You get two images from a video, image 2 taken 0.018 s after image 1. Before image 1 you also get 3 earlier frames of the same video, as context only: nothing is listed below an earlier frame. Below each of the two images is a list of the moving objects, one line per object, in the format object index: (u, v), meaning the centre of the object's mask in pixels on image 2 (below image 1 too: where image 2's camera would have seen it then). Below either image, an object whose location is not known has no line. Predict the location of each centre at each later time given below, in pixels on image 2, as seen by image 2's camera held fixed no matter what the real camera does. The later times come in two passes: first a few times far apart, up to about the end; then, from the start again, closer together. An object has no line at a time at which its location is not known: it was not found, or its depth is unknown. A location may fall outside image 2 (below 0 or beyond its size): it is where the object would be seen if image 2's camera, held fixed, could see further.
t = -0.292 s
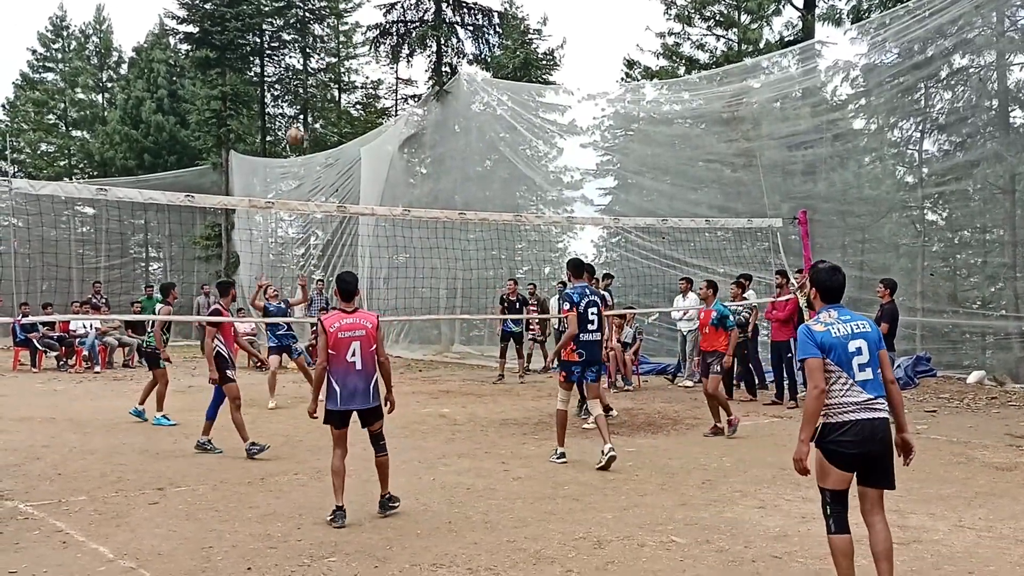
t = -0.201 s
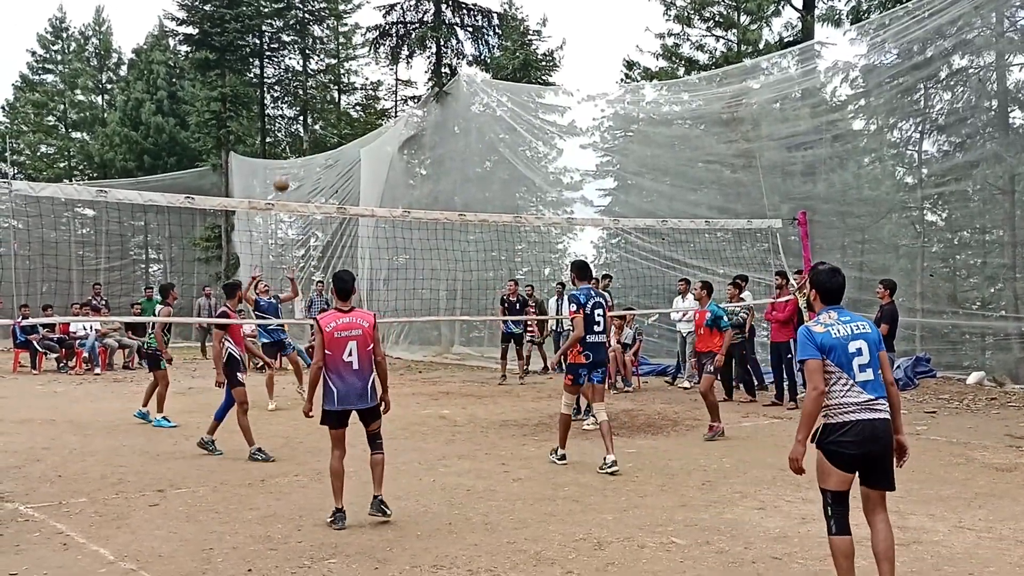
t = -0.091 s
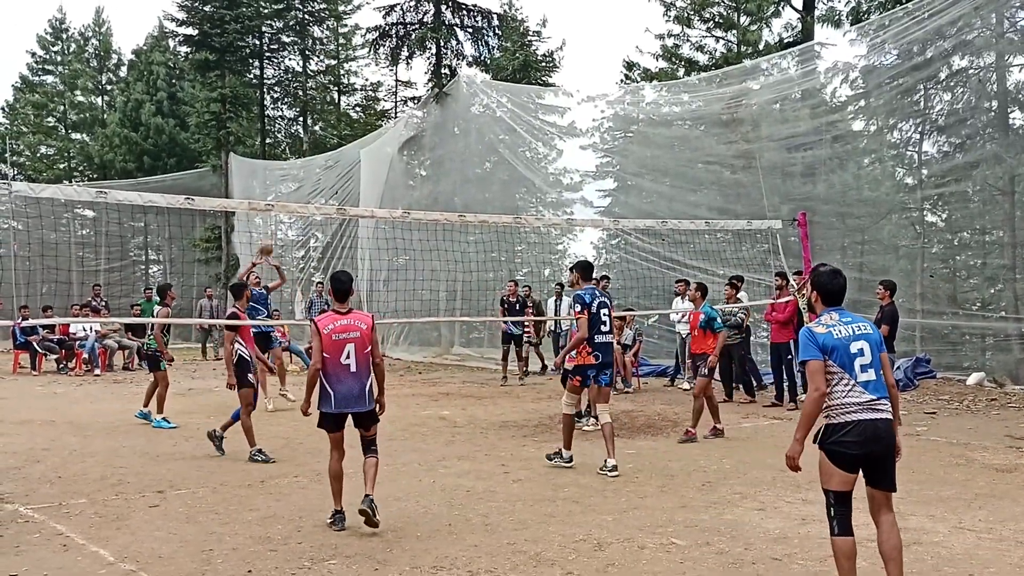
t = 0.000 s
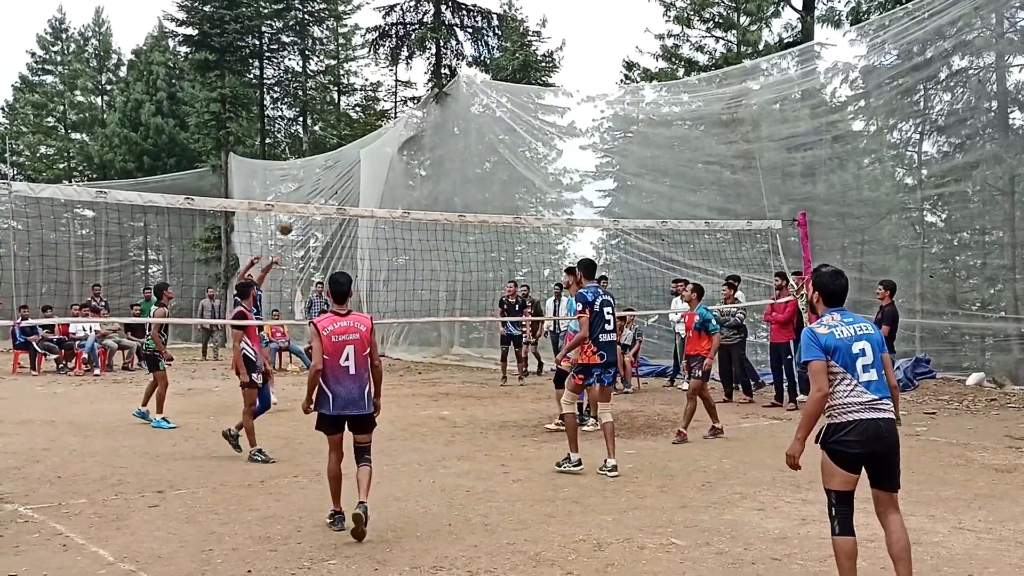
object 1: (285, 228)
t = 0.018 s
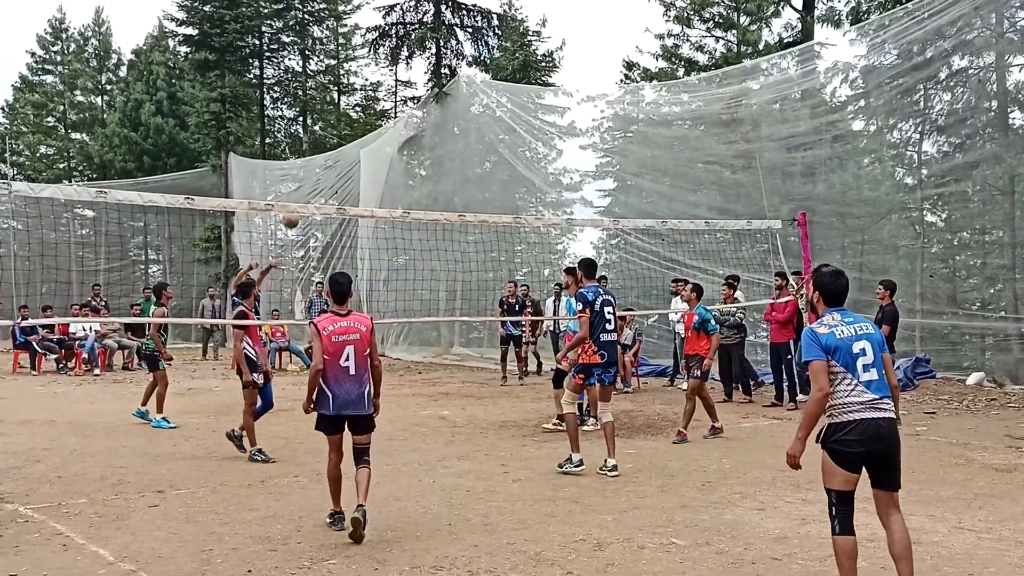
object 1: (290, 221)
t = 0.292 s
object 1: (391, 147)
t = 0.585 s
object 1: (539, 130)
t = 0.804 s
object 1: (694, 182)
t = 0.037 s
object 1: (296, 218)
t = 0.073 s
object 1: (309, 200)
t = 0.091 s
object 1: (315, 198)
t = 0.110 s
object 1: (321, 192)
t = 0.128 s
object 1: (327, 187)
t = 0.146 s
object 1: (333, 180)
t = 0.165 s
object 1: (340, 176)
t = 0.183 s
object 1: (347, 171)
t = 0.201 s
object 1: (354, 167)
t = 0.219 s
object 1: (361, 162)
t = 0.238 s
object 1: (368, 158)
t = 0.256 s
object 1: (376, 155)
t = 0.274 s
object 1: (384, 151)
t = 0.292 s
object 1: (391, 147)
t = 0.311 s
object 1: (399, 144)
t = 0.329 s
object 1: (407, 141)
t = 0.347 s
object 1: (415, 137)
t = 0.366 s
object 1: (423, 135)
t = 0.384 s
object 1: (432, 132)
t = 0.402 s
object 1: (441, 130)
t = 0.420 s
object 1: (449, 128)
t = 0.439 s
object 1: (458, 127)
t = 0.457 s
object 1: (467, 126)
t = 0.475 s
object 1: (476, 126)
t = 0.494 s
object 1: (486, 125)
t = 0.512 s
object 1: (497, 126)
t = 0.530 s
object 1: (506, 125)
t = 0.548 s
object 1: (517, 127)
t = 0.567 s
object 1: (528, 129)
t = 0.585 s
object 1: (539, 130)
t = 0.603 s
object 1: (550, 132)
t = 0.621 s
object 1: (561, 134)
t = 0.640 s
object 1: (573, 137)
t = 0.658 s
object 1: (585, 140)
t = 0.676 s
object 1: (597, 144)
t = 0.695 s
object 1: (610, 148)
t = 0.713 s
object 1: (623, 152)
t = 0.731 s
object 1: (636, 156)
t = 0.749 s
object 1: (650, 162)
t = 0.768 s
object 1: (665, 168)
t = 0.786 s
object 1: (679, 175)
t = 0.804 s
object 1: (694, 182)
